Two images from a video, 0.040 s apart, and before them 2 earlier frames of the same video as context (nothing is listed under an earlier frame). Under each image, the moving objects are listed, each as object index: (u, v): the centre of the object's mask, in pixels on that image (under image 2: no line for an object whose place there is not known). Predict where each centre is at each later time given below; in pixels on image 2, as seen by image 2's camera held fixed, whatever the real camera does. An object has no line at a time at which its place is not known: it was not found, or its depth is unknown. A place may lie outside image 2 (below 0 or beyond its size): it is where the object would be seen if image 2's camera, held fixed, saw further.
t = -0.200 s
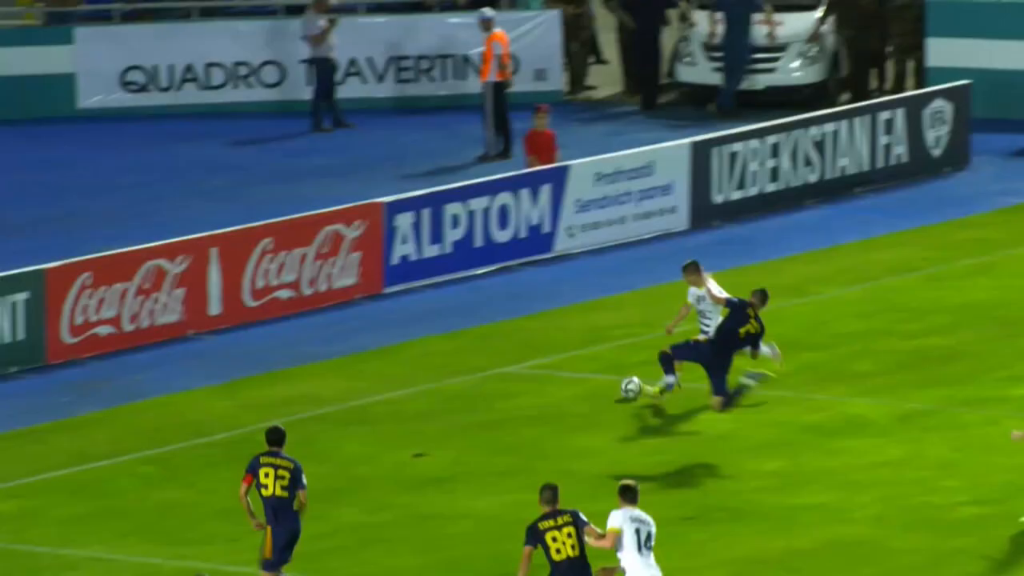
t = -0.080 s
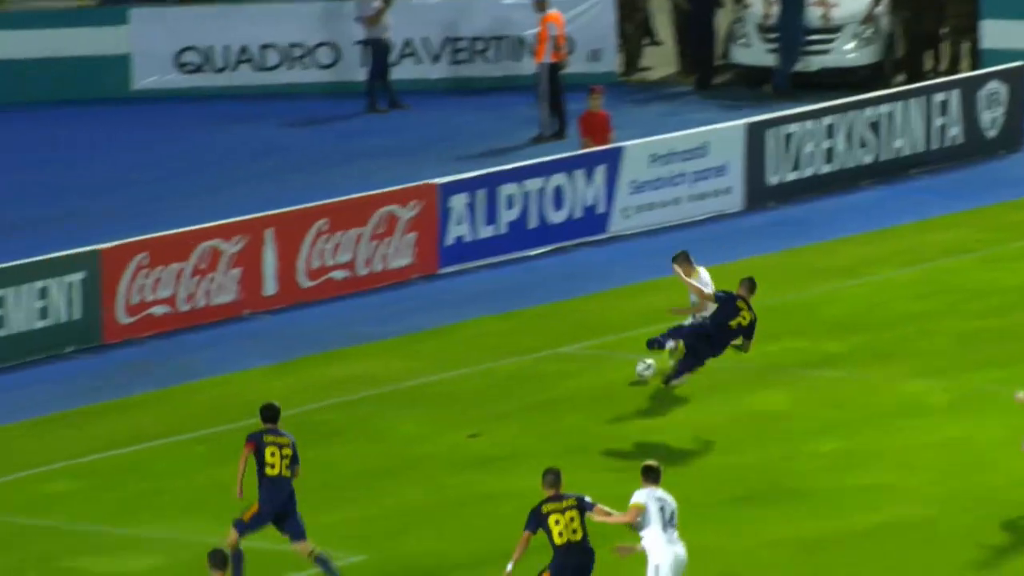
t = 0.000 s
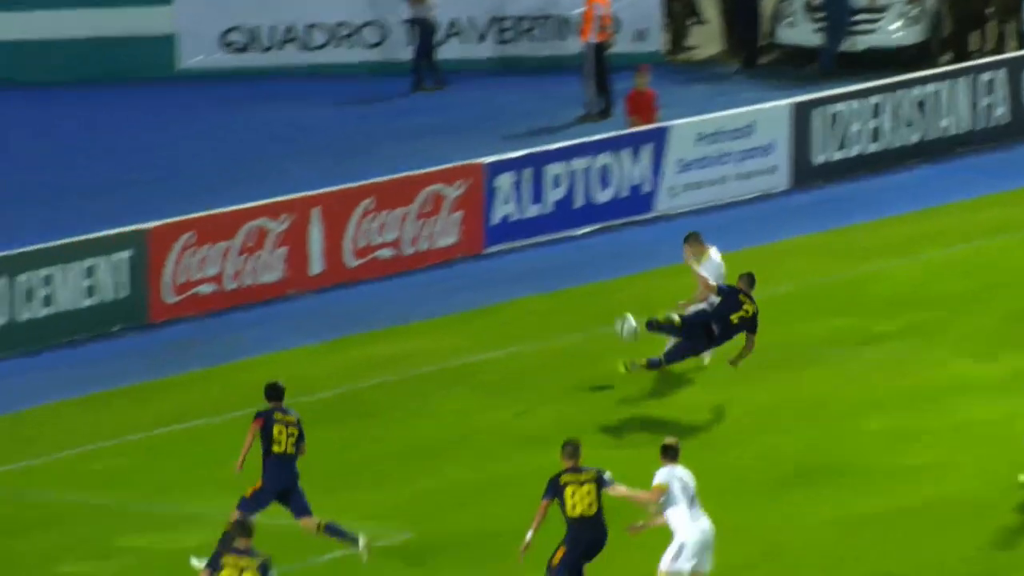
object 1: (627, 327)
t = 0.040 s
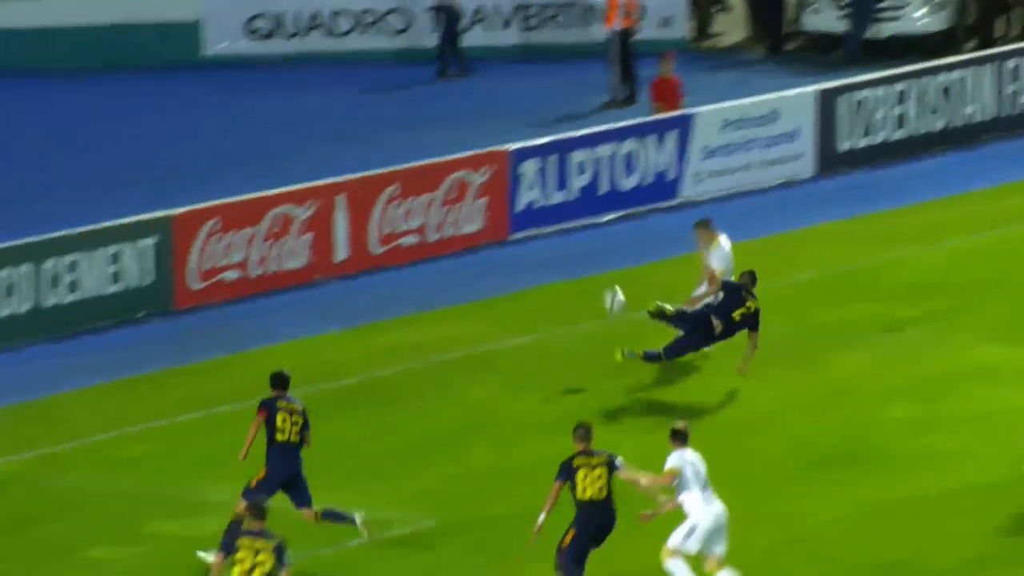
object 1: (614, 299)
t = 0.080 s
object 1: (597, 293)
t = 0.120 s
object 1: (578, 286)
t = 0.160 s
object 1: (544, 274)
